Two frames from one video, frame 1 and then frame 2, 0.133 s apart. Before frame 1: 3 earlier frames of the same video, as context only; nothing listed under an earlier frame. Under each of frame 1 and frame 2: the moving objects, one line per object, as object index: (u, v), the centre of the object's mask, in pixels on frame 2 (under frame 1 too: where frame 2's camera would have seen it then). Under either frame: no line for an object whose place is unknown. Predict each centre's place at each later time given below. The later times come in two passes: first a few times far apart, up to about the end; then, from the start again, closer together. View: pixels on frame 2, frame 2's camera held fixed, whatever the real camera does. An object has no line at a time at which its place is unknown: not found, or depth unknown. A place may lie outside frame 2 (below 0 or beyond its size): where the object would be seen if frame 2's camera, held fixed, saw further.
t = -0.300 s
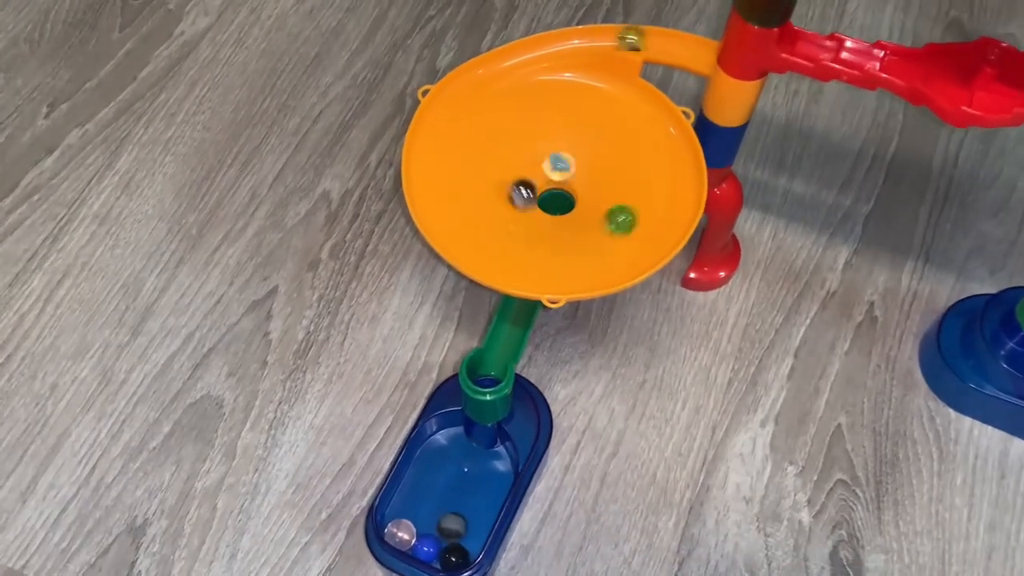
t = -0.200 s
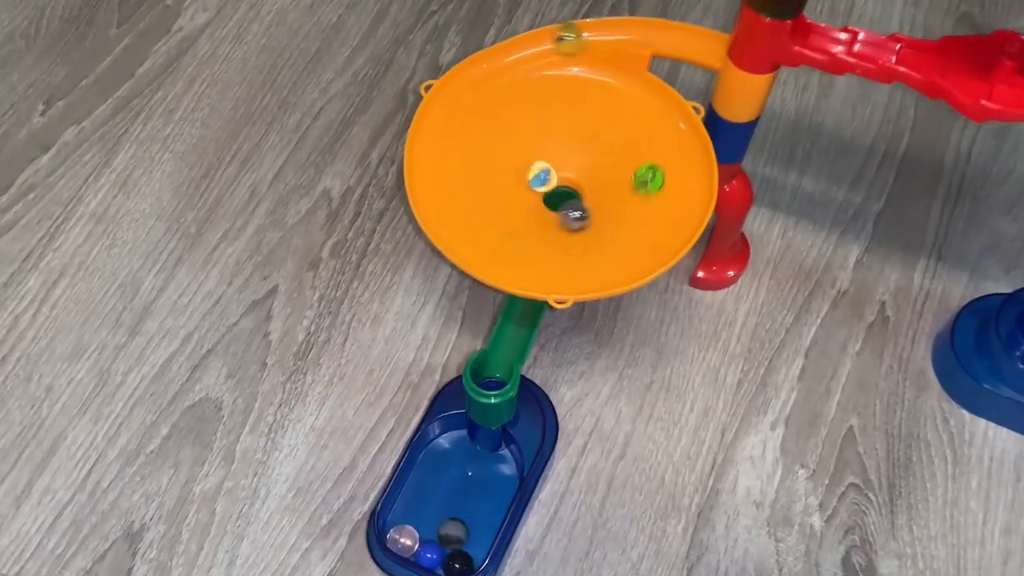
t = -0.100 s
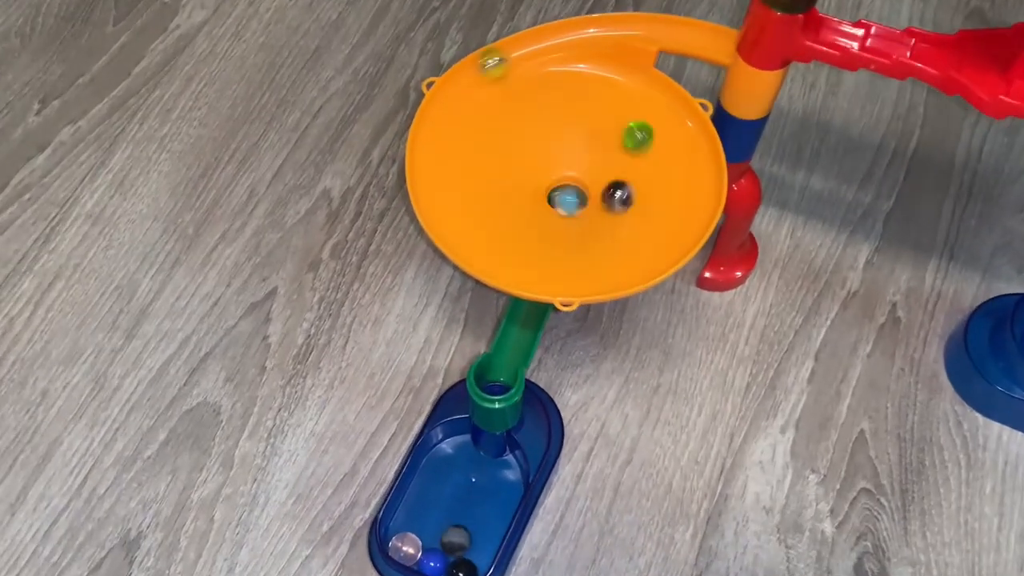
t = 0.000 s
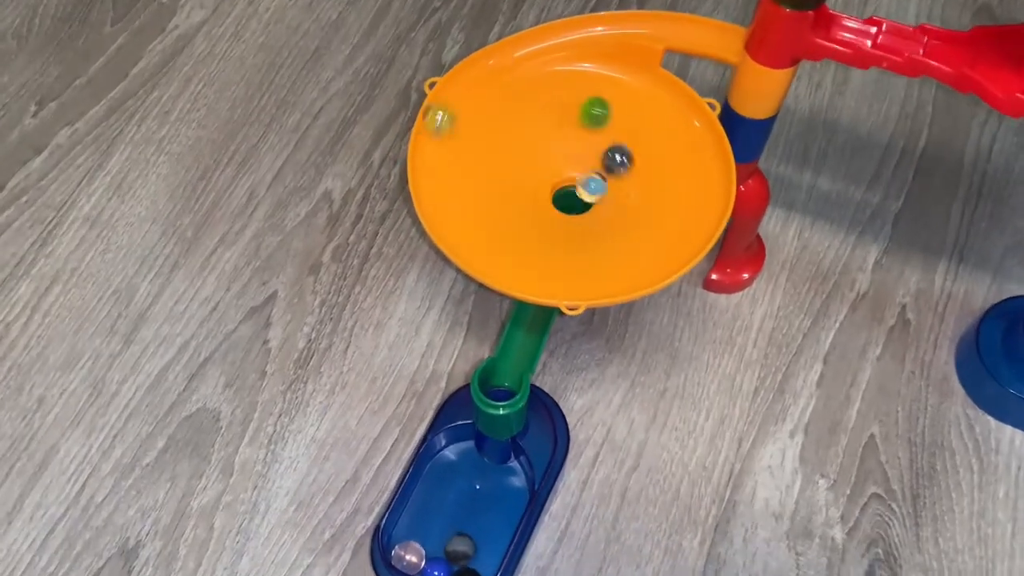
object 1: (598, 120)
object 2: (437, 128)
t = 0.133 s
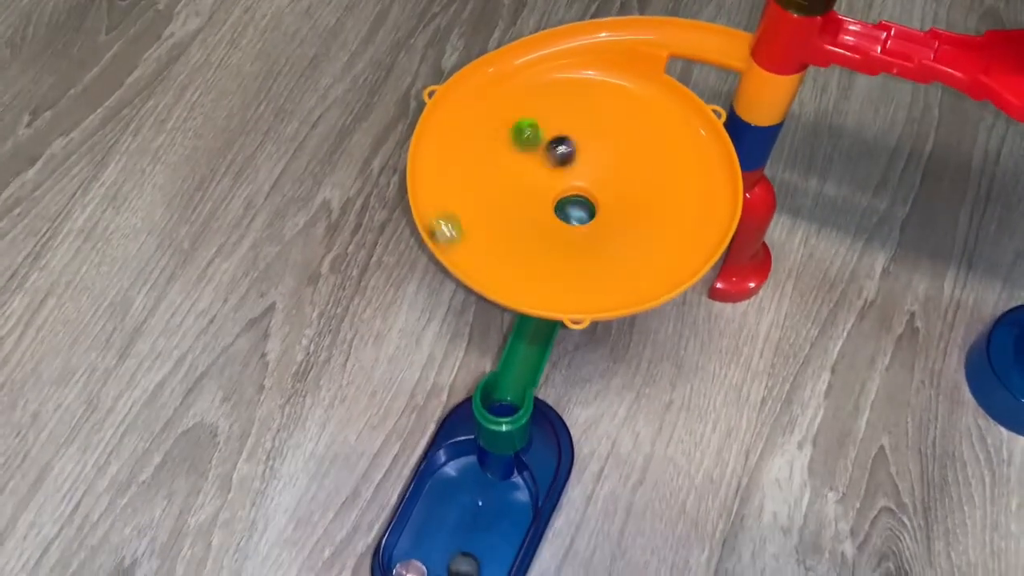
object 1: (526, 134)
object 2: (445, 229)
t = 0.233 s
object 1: (501, 176)
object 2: (514, 285)
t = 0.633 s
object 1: (639, 174)
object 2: (698, 129)
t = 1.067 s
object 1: (553, 223)
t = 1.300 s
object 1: (630, 179)
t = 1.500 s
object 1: (540, 158)
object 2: (641, 264)
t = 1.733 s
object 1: (586, 224)
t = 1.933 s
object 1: (614, 156)
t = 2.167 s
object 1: (540, 192)
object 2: (483, 155)
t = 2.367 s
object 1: (611, 212)
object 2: (533, 256)
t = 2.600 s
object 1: (552, 164)
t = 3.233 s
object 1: (554, 211)
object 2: (511, 202)
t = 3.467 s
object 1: (607, 176)
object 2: (640, 221)
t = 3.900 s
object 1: (611, 199)
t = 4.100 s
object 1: (552, 173)
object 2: (593, 229)
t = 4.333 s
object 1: (602, 205)
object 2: (608, 146)
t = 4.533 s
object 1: (563, 173)
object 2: (529, 181)
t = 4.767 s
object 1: (597, 199)
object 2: (615, 221)
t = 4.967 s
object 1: (558, 188)
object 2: (580, 152)
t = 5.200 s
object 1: (591, 185)
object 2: (549, 214)
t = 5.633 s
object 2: (540, 179)
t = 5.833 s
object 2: (597, 217)
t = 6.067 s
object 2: (565, 158)
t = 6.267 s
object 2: (575, 218)
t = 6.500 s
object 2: (586, 168)
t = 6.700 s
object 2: (556, 211)
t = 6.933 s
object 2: (594, 170)
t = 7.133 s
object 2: (559, 208)
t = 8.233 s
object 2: (559, 185)
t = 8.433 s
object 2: (587, 188)
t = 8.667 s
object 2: (576, 196)
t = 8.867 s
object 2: (577, 210)
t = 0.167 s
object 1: (514, 147)
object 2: (462, 253)
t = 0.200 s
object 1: (505, 161)
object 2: (488, 269)
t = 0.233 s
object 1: (501, 176)
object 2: (514, 285)
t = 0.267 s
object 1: (503, 192)
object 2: (544, 295)
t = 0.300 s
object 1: (508, 208)
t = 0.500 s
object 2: (709, 219)
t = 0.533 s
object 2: (717, 196)
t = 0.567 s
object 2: (715, 173)
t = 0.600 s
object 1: (641, 192)
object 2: (709, 151)
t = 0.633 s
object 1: (639, 174)
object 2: (698, 129)
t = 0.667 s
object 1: (632, 160)
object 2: (680, 111)
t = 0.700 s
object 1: (621, 146)
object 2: (660, 96)
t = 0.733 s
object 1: (607, 136)
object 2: (635, 84)
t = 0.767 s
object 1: (591, 131)
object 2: (610, 75)
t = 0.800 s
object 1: (574, 128)
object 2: (585, 71)
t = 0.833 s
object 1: (557, 130)
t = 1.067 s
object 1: (553, 223)
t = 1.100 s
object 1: (572, 229)
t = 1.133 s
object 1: (590, 230)
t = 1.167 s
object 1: (608, 226)
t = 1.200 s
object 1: (623, 218)
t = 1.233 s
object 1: (631, 206)
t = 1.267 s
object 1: (633, 193)
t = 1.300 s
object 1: (630, 179)
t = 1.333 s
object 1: (622, 167)
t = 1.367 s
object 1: (608, 156)
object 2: (547, 284)
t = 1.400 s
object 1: (590, 150)
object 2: (571, 287)
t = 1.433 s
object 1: (573, 148)
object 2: (596, 283)
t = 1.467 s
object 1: (555, 151)
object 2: (620, 275)
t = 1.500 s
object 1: (540, 158)
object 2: (641, 264)
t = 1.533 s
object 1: (530, 169)
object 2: (658, 251)
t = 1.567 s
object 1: (528, 181)
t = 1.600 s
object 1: (529, 196)
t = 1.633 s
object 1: (536, 209)
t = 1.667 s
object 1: (550, 219)
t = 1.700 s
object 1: (568, 225)
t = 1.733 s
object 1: (586, 224)
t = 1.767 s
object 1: (604, 219)
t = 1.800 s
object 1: (616, 209)
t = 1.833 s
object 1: (624, 195)
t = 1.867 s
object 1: (626, 181)
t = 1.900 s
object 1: (623, 167)
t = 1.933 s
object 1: (614, 156)
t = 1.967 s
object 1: (603, 147)
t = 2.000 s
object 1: (589, 144)
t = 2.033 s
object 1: (574, 146)
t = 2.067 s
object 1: (560, 152)
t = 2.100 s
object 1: (549, 163)
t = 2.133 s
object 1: (541, 177)
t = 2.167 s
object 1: (540, 192)
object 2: (483, 155)
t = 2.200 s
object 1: (546, 205)
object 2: (479, 175)
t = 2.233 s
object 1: (557, 217)
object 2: (481, 195)
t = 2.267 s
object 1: (571, 222)
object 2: (489, 213)
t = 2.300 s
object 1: (586, 224)
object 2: (501, 230)
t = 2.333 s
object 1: (601, 220)
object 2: (515, 244)
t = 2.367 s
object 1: (611, 212)
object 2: (533, 256)
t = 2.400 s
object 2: (554, 262)
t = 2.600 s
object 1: (552, 164)
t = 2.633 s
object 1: (544, 172)
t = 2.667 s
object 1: (541, 183)
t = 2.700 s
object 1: (543, 196)
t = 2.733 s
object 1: (552, 207)
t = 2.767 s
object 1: (566, 215)
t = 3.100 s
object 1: (569, 164)
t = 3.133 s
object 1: (557, 174)
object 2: (495, 148)
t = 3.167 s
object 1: (549, 187)
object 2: (495, 166)
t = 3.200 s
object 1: (548, 200)
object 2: (501, 184)
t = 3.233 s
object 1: (554, 211)
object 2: (511, 202)
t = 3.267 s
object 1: (563, 219)
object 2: (527, 219)
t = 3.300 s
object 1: (576, 221)
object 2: (546, 231)
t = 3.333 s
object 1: (591, 219)
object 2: (567, 238)
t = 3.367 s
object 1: (602, 212)
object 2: (588, 240)
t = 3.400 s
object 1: (610, 200)
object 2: (609, 237)
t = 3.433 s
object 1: (612, 187)
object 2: (626, 231)
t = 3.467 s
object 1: (607, 176)
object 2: (640, 221)
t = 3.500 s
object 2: (648, 208)
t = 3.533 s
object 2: (652, 193)
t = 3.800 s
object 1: (580, 218)
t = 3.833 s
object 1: (594, 216)
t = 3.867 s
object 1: (605, 209)
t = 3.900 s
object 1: (611, 199)
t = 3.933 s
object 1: (610, 189)
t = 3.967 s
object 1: (603, 178)
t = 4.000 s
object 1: (592, 170)
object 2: (534, 219)
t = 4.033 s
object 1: (578, 167)
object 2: (553, 228)
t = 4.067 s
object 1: (564, 168)
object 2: (573, 231)
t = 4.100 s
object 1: (552, 173)
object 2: (593, 229)
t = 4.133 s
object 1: (546, 183)
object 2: (612, 224)
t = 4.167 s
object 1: (545, 194)
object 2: (625, 212)
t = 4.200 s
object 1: (552, 203)
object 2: (634, 198)
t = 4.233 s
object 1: (564, 212)
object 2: (635, 183)
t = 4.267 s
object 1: (575, 213)
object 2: (631, 169)
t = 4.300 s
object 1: (591, 213)
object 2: (622, 156)
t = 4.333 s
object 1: (602, 205)
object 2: (608, 146)
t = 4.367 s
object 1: (607, 195)
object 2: (592, 140)
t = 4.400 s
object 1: (605, 185)
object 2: (573, 140)
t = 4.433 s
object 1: (599, 175)
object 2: (557, 145)
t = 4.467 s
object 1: (588, 170)
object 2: (543, 154)
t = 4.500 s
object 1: (576, 169)
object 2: (533, 165)
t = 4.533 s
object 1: (563, 173)
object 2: (529, 181)
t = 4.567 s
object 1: (556, 181)
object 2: (528, 198)
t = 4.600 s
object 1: (553, 190)
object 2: (539, 211)
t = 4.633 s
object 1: (556, 198)
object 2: (552, 222)
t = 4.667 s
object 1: (565, 205)
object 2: (568, 230)
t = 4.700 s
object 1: (574, 207)
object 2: (585, 231)
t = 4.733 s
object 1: (587, 206)
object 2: (601, 229)
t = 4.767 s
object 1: (597, 199)
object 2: (615, 221)
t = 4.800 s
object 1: (599, 190)
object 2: (624, 208)
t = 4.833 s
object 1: (595, 182)
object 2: (626, 195)
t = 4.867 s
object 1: (586, 176)
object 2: (621, 180)
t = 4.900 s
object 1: (575, 175)
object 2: (612, 167)
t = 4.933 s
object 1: (564, 179)
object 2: (597, 158)
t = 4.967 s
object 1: (558, 188)
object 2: (580, 152)
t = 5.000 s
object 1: (558, 199)
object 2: (563, 150)
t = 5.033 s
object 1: (565, 208)
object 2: (548, 154)
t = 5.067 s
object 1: (575, 211)
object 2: (536, 163)
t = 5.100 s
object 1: (587, 210)
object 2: (530, 174)
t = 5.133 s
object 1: (595, 203)
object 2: (529, 188)
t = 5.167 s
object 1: (597, 193)
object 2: (535, 202)
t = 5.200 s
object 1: (591, 185)
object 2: (549, 214)
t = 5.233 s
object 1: (580, 180)
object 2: (566, 221)
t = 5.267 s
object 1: (568, 181)
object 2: (583, 223)
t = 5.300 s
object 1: (559, 187)
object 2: (600, 220)
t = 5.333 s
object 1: (557, 196)
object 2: (614, 210)
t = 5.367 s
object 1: (563, 205)
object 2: (621, 199)
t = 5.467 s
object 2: (608, 165)
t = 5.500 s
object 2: (594, 158)
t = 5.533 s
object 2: (577, 157)
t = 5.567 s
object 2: (561, 159)
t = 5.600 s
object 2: (548, 168)
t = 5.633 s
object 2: (540, 179)
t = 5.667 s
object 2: (538, 193)
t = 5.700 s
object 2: (543, 206)
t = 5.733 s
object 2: (553, 216)
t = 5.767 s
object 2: (569, 221)
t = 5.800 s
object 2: (583, 222)
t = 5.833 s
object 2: (597, 217)
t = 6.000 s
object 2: (593, 161)
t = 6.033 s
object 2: (579, 157)
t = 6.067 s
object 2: (565, 158)
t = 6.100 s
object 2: (554, 164)
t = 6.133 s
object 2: (545, 176)
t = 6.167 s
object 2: (544, 188)
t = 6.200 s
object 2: (550, 203)
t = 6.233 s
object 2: (562, 213)
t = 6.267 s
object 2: (575, 218)
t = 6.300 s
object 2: (590, 218)
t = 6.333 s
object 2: (603, 214)
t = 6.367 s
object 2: (611, 204)
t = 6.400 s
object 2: (613, 193)
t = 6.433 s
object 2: (609, 183)
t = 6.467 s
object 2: (600, 172)
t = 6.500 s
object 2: (586, 168)
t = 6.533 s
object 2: (570, 167)
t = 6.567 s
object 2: (557, 171)
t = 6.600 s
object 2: (547, 179)
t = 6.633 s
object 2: (544, 191)
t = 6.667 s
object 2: (547, 202)
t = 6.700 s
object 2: (556, 211)
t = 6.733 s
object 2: (569, 215)
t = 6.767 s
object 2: (583, 216)
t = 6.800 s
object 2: (595, 210)
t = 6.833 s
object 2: (606, 200)
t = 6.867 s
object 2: (608, 188)
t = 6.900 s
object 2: (604, 178)
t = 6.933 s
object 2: (594, 170)
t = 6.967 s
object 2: (582, 166)
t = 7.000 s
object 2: (569, 168)
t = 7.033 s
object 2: (559, 174)
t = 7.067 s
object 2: (551, 185)
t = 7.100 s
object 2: (552, 198)
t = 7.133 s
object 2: (559, 208)
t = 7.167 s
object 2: (571, 214)
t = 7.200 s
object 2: (582, 216)
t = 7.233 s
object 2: (594, 214)
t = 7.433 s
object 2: (564, 173)
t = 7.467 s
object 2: (555, 178)
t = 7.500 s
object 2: (551, 186)
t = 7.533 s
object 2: (552, 197)
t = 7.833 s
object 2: (570, 176)
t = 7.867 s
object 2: (561, 183)
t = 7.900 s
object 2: (557, 194)
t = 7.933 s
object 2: (560, 204)
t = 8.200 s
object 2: (567, 180)
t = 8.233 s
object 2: (559, 185)
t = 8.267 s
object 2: (556, 194)
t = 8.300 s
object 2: (561, 203)
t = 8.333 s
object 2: (572, 209)
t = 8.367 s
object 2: (584, 209)
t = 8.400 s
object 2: (592, 199)
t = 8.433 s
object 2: (587, 188)
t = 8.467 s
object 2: (575, 183)
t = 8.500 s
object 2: (563, 185)
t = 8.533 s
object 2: (560, 193)
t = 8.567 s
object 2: (564, 204)
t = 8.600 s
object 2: (575, 210)
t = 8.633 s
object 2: (585, 203)
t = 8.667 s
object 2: (576, 196)
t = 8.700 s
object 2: (571, 207)
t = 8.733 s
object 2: (581, 207)
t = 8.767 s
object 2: (571, 204)
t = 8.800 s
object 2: (579, 209)
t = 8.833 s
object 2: (571, 205)
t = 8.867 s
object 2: (577, 210)
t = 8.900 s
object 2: (574, 207)
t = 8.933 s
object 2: (574, 213)
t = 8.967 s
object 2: (575, 220)
